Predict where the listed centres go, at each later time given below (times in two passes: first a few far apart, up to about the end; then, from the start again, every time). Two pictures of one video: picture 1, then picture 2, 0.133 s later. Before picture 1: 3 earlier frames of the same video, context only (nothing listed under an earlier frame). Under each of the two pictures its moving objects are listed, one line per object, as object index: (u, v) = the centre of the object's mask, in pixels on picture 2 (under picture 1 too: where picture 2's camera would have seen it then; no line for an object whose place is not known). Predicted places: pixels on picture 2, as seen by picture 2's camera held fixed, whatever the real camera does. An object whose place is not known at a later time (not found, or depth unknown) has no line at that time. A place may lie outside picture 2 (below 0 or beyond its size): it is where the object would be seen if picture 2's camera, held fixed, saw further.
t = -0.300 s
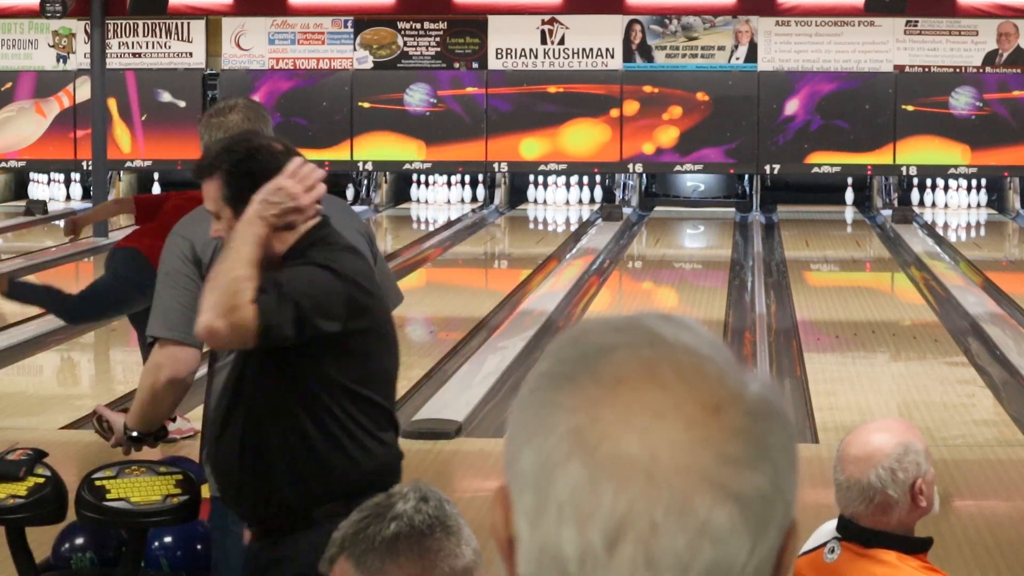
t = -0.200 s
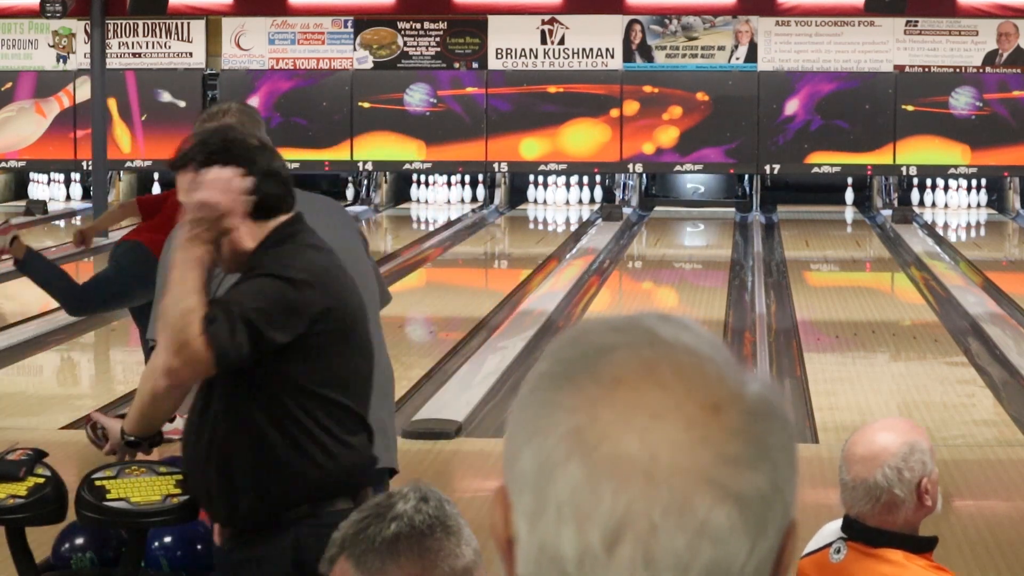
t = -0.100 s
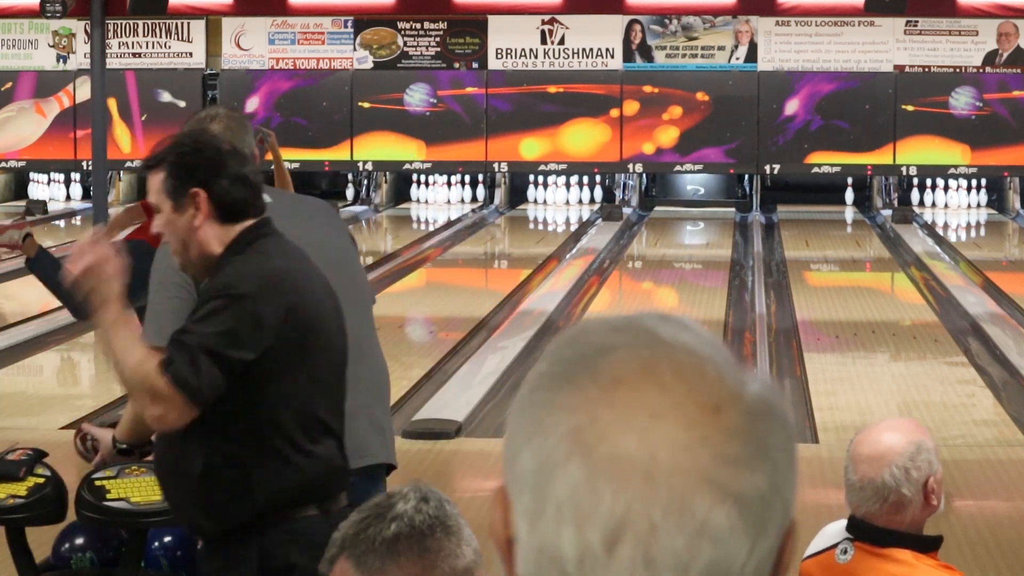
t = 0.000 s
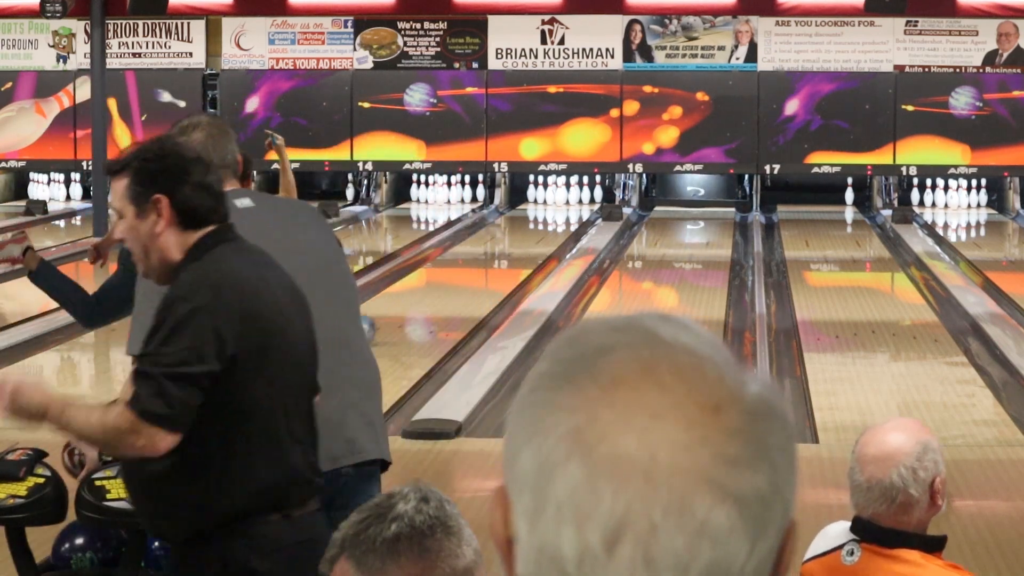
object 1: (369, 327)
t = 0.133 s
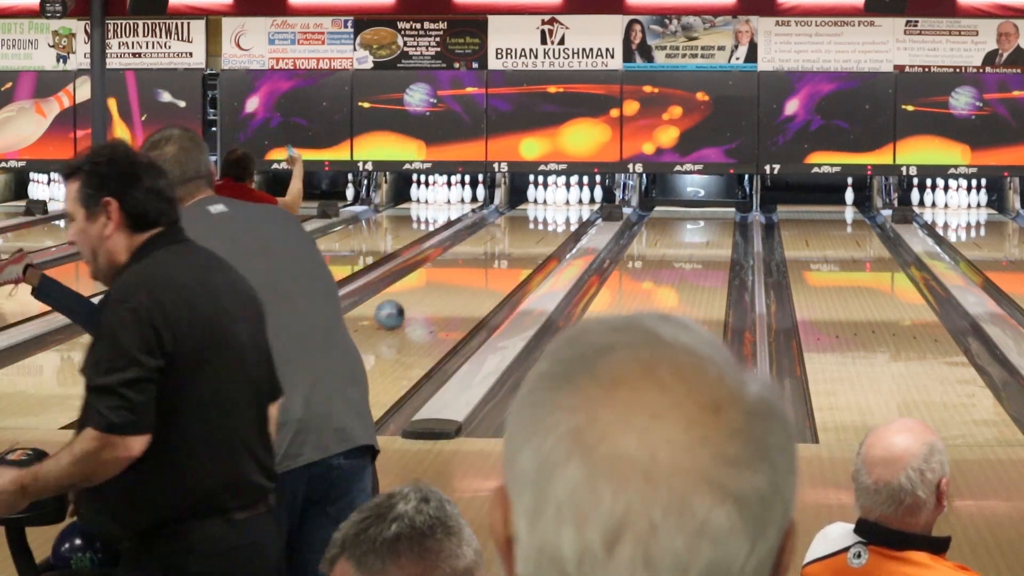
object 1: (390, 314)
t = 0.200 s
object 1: (403, 307)
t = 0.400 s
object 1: (438, 288)
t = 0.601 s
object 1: (469, 271)
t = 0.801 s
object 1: (494, 258)
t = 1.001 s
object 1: (515, 246)
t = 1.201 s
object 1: (535, 235)
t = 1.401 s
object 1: (550, 226)
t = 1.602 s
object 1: (561, 217)
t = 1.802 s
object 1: (567, 210)
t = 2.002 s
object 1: (567, 204)
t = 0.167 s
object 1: (397, 311)
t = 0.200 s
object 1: (403, 307)
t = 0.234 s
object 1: (409, 304)
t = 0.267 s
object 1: (416, 300)
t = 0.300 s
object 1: (422, 297)
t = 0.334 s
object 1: (427, 294)
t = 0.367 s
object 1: (433, 291)
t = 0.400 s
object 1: (438, 288)
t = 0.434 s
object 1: (444, 285)
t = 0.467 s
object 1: (449, 282)
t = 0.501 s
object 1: (454, 280)
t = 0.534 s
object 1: (459, 277)
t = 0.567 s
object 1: (464, 274)
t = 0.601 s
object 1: (469, 271)
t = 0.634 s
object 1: (473, 269)
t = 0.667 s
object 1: (477, 267)
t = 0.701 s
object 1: (482, 264)
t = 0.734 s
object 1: (486, 262)
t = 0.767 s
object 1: (489, 260)
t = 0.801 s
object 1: (494, 258)
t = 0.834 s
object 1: (498, 256)
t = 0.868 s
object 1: (502, 254)
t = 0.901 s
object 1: (505, 252)
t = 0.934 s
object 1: (509, 250)
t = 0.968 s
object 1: (512, 249)
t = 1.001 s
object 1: (515, 246)
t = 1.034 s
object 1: (519, 244)
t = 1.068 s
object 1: (522, 243)
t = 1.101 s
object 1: (525, 241)
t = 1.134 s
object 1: (528, 239)
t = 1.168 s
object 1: (532, 237)
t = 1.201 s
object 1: (535, 235)
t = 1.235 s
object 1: (537, 232)
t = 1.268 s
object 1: (540, 233)
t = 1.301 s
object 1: (543, 231)
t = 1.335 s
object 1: (546, 229)
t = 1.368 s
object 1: (547, 228)
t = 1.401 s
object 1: (550, 226)
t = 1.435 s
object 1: (552, 225)
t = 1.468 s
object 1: (554, 223)
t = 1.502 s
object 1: (556, 221)
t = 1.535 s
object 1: (558, 220)
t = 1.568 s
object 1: (560, 218)
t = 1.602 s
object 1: (561, 217)
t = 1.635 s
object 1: (562, 216)
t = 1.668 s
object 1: (563, 214)
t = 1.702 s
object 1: (564, 213)
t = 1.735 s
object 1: (565, 212)
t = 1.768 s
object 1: (566, 211)
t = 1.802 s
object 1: (567, 210)
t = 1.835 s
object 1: (567, 209)
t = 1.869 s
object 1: (567, 208)
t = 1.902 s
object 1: (567, 207)
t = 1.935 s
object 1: (567, 206)
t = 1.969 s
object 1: (567, 205)
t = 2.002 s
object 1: (567, 204)
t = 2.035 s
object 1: (566, 203)
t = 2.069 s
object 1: (566, 202)
